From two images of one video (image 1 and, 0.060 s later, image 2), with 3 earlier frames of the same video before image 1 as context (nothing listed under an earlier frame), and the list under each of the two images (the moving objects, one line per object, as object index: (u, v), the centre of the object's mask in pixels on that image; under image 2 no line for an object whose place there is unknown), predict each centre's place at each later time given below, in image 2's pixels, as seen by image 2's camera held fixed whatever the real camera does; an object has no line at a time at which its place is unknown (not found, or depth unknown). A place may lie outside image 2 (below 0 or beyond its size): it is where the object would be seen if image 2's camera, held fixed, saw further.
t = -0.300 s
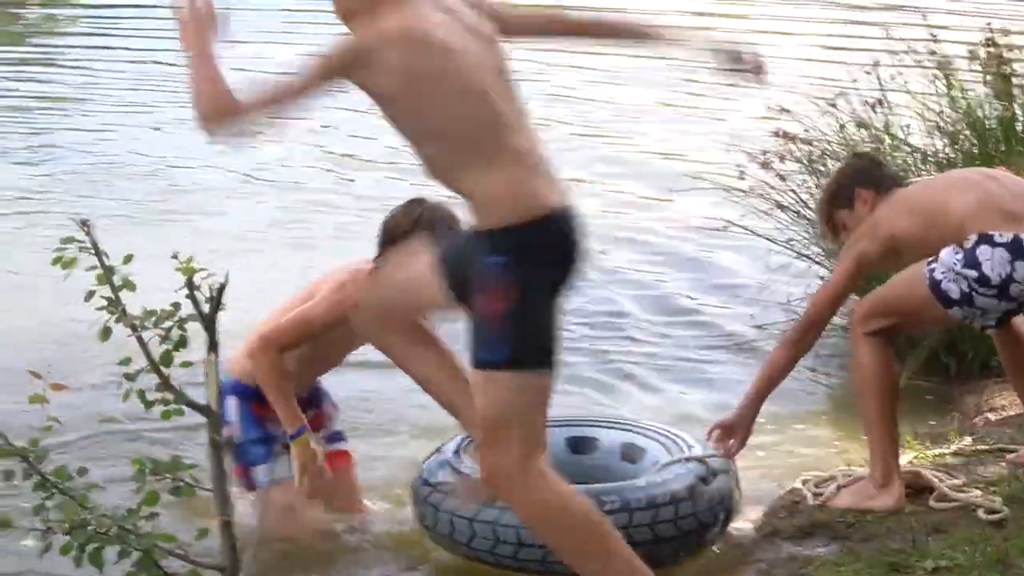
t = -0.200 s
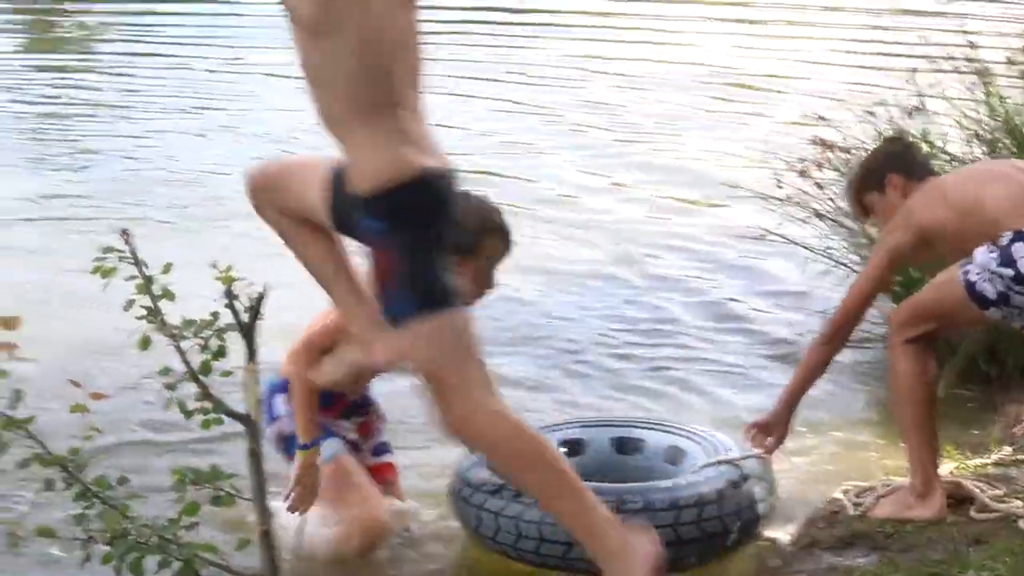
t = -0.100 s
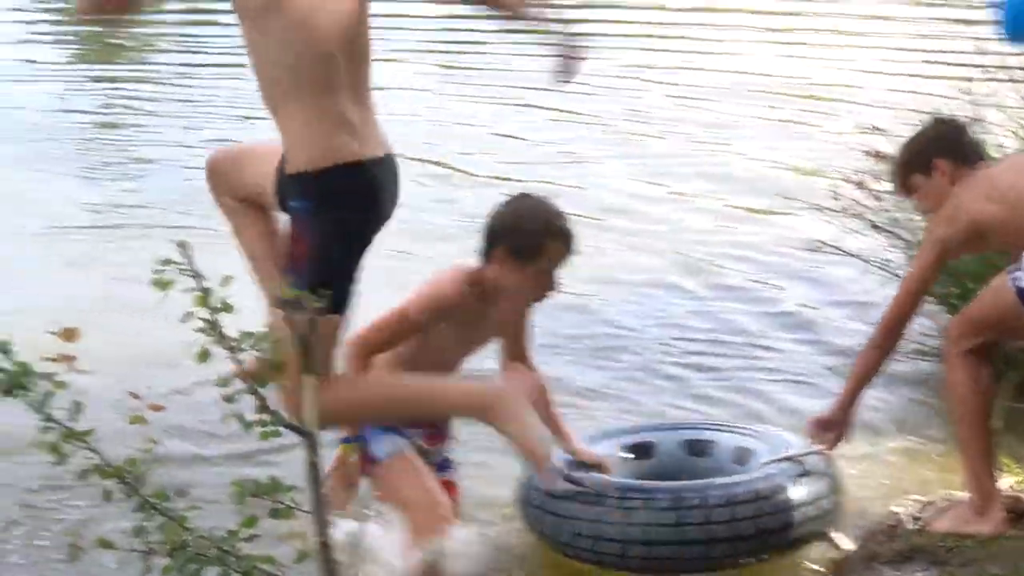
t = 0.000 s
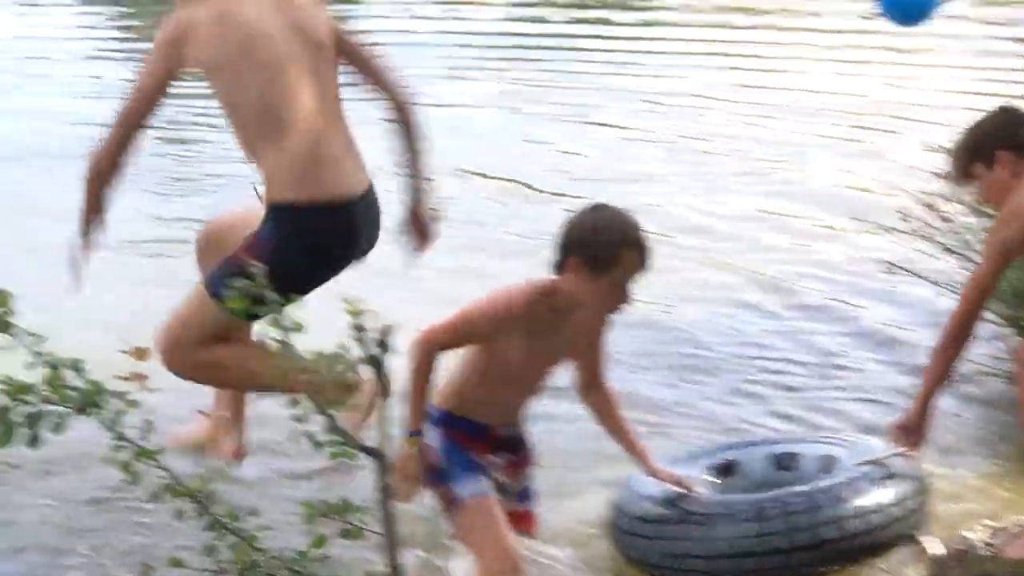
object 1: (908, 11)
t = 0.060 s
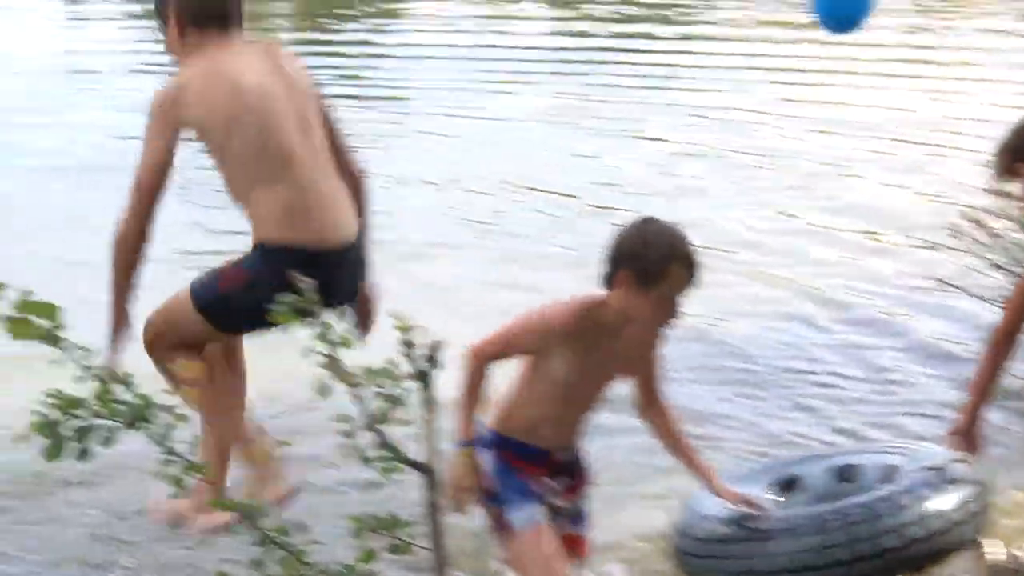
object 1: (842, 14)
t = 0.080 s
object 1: (806, 12)
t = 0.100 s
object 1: (770, 11)
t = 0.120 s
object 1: (735, 11)
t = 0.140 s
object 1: (701, 13)
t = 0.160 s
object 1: (669, 15)
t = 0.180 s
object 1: (636, 19)
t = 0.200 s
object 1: (604, 30)
